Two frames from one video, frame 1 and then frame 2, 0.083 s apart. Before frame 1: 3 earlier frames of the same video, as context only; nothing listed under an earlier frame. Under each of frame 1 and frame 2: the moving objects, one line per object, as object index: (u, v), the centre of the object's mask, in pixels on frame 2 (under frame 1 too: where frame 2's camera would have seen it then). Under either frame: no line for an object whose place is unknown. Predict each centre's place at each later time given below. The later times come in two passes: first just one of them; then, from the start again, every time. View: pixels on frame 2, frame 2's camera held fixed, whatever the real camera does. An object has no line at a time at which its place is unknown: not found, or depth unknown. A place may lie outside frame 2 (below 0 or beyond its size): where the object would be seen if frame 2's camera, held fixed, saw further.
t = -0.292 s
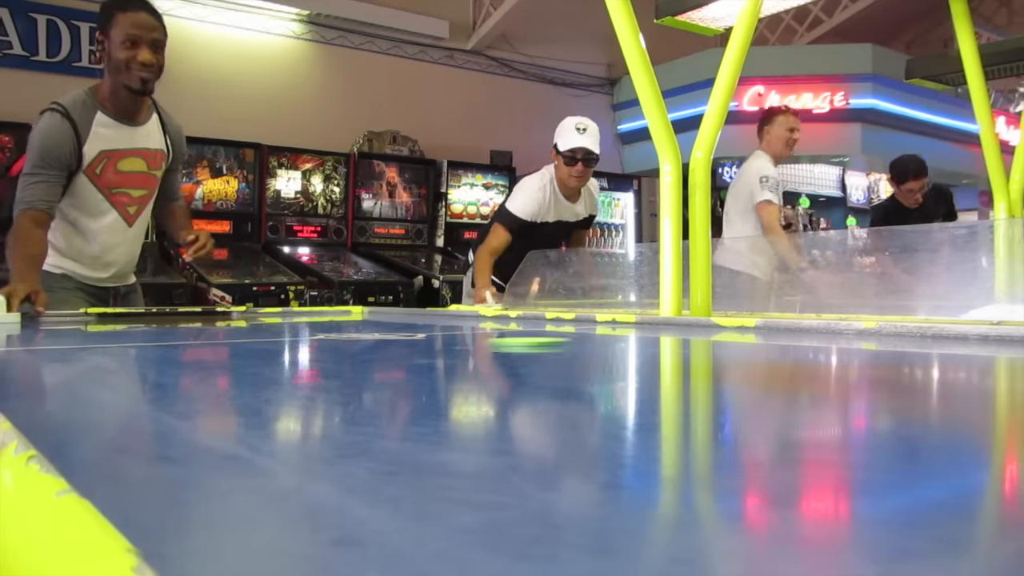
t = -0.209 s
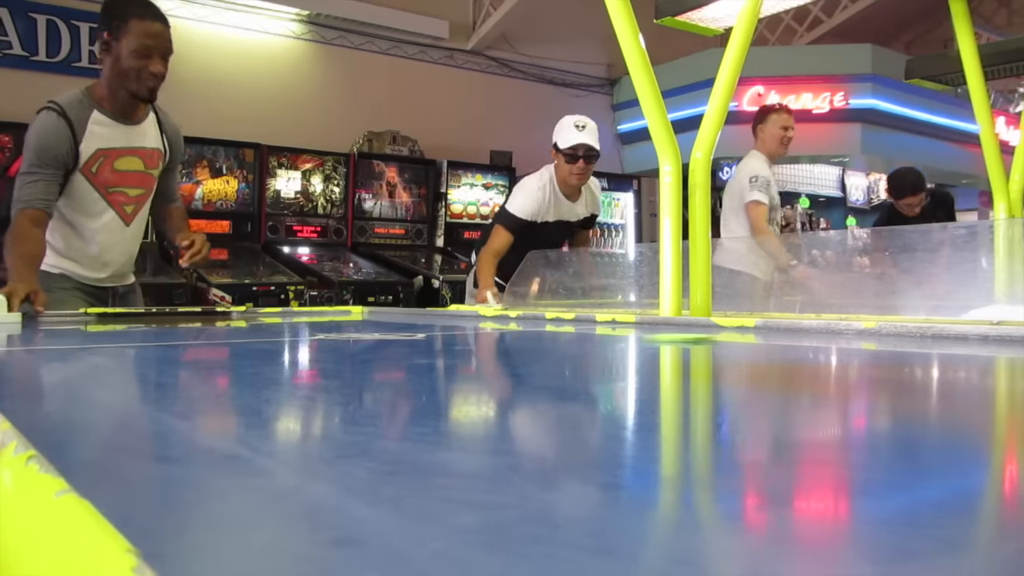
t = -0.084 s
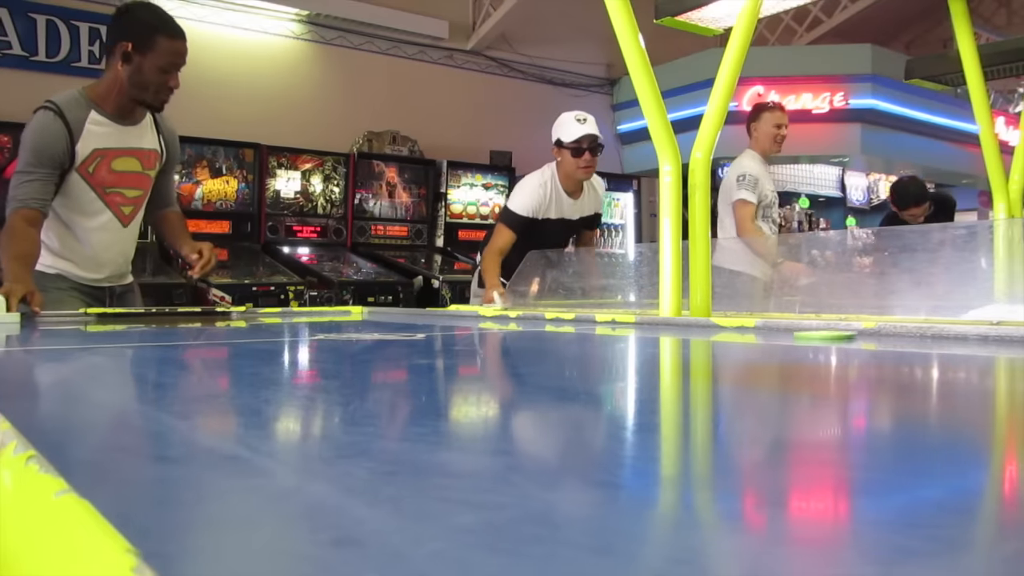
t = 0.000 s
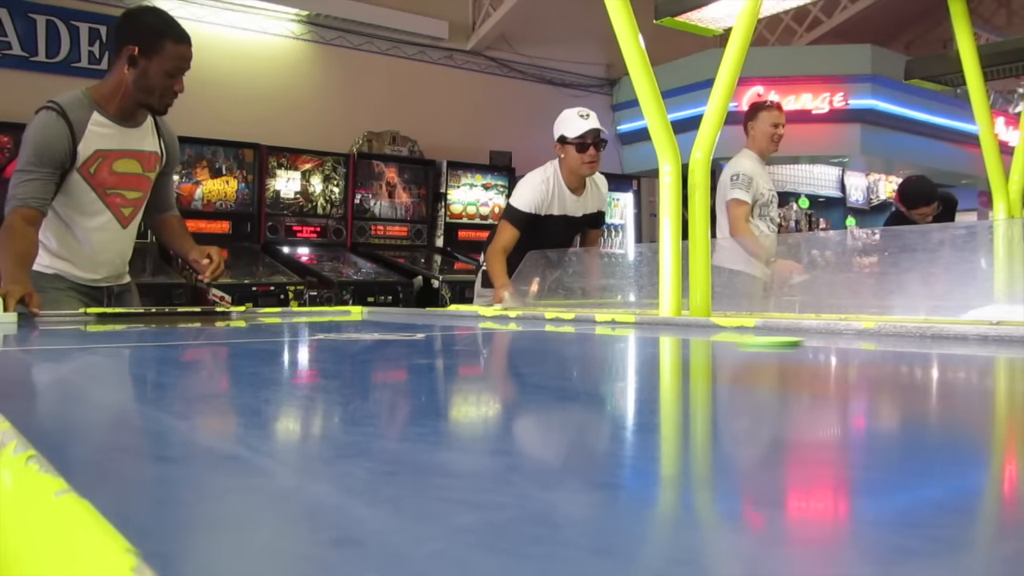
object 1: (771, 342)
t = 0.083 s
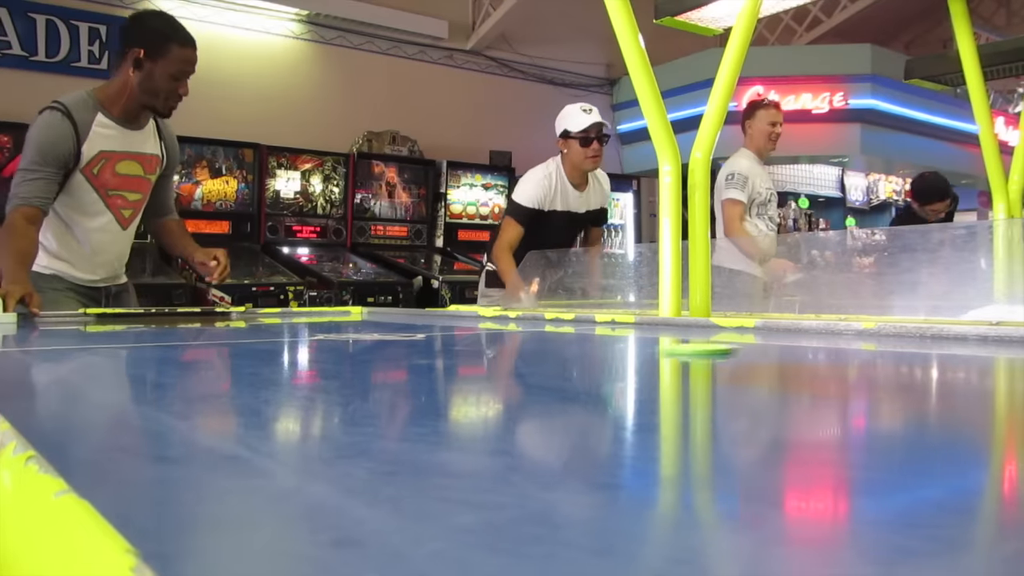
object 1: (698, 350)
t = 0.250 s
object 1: (472, 371)
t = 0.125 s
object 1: (652, 354)
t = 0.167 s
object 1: (600, 360)
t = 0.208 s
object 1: (542, 365)
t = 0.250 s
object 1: (472, 371)
